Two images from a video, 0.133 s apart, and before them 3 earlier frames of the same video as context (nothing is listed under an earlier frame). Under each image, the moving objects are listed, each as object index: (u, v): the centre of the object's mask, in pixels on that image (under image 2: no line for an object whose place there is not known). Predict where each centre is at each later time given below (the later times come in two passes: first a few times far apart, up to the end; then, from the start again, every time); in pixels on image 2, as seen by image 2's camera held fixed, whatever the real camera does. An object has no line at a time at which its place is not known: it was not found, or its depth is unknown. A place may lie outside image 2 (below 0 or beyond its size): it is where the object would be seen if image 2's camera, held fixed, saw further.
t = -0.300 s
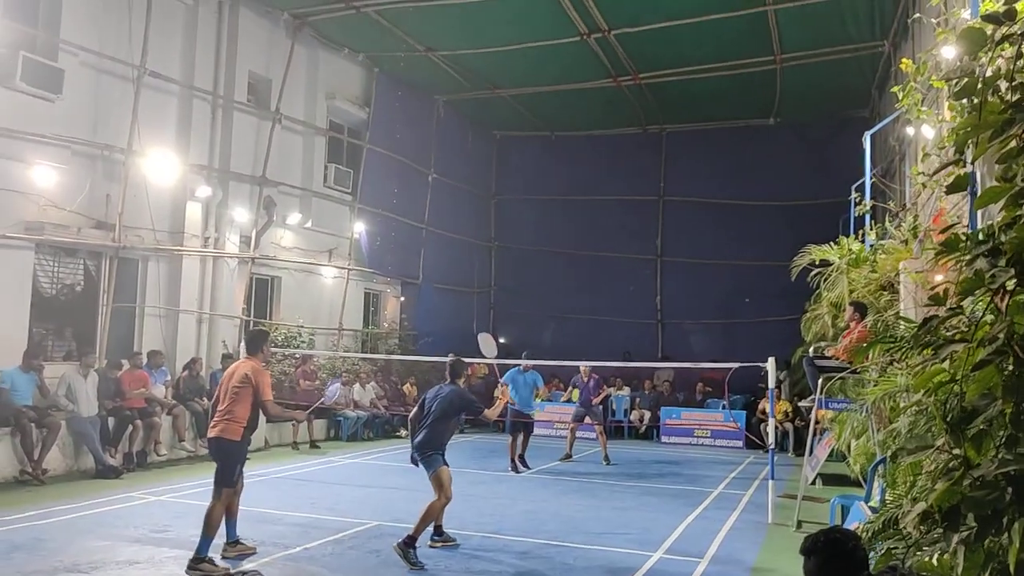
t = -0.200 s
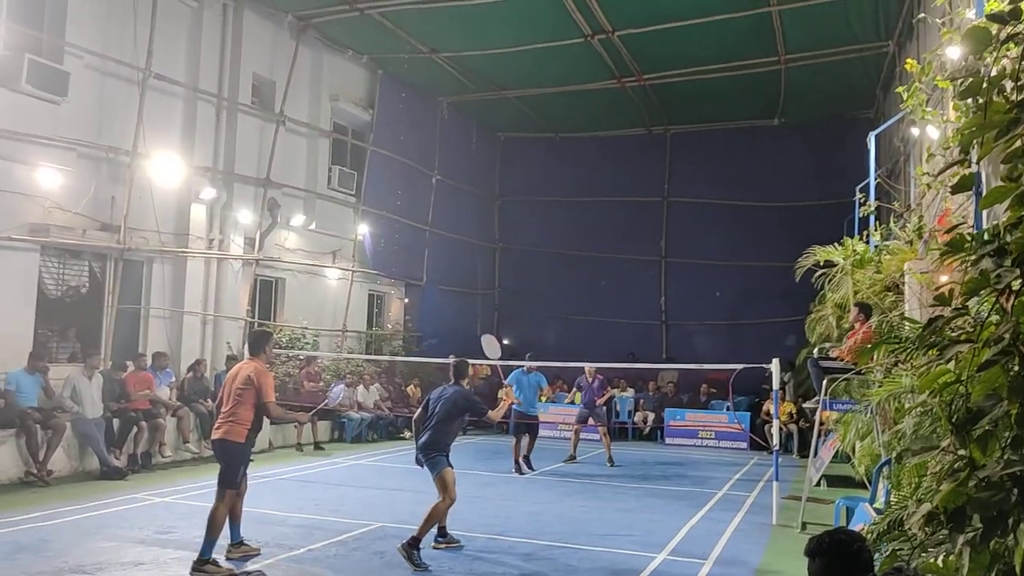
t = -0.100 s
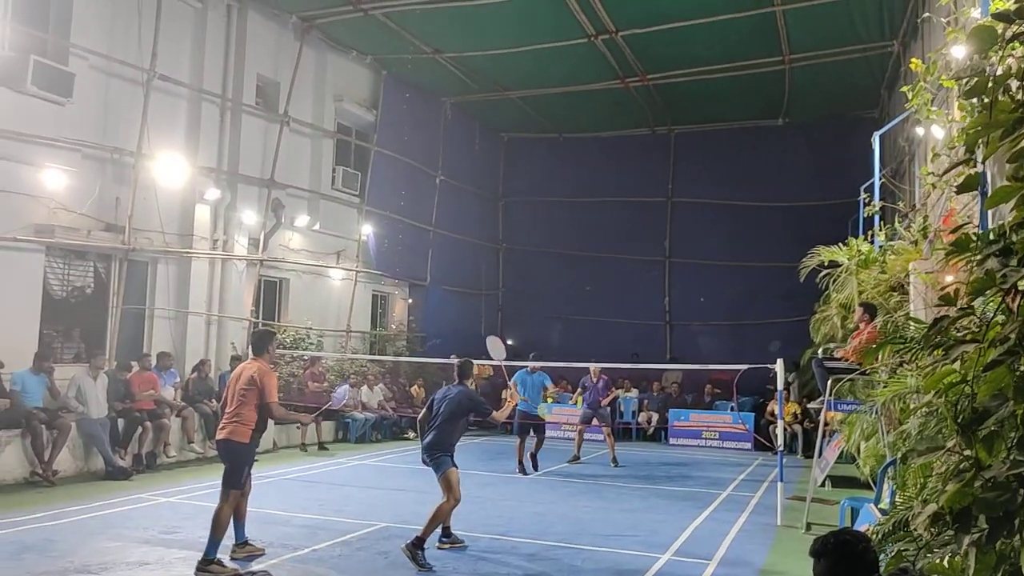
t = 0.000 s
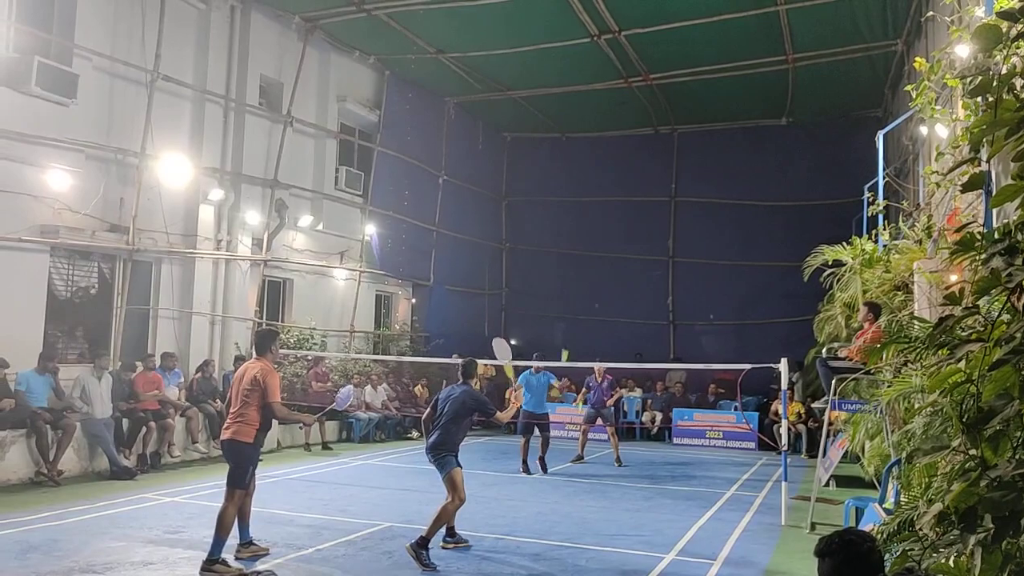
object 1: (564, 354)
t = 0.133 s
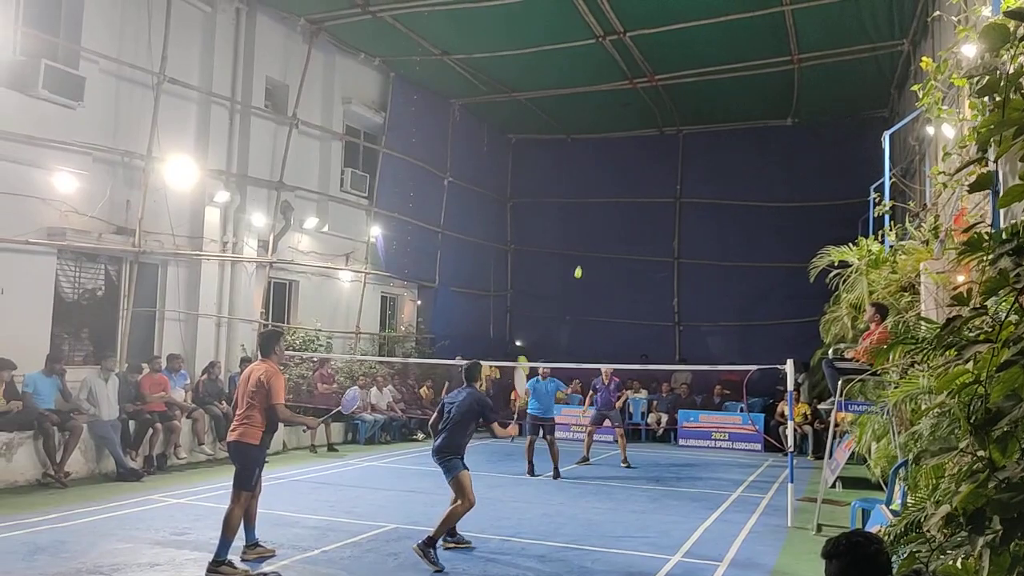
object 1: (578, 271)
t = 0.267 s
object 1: (587, 209)
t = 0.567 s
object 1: (602, 139)
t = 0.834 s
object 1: (611, 166)
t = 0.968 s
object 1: (613, 221)
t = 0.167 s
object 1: (581, 253)
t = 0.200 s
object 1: (582, 237)
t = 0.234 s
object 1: (584, 222)
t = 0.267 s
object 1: (587, 209)
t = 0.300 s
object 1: (589, 196)
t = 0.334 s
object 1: (591, 185)
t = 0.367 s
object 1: (592, 174)
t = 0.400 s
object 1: (594, 165)
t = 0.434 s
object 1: (596, 158)
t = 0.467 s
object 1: (597, 151)
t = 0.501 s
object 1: (599, 145)
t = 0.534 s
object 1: (601, 141)
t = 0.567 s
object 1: (602, 139)
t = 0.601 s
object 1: (603, 137)
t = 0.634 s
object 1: (604, 136)
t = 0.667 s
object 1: (606, 137)
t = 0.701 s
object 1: (607, 140)
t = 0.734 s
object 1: (608, 144)
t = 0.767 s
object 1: (609, 150)
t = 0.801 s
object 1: (610, 157)
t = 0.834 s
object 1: (611, 166)
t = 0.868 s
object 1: (612, 177)
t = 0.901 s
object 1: (612, 190)
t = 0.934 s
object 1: (612, 205)
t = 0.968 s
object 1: (613, 221)
